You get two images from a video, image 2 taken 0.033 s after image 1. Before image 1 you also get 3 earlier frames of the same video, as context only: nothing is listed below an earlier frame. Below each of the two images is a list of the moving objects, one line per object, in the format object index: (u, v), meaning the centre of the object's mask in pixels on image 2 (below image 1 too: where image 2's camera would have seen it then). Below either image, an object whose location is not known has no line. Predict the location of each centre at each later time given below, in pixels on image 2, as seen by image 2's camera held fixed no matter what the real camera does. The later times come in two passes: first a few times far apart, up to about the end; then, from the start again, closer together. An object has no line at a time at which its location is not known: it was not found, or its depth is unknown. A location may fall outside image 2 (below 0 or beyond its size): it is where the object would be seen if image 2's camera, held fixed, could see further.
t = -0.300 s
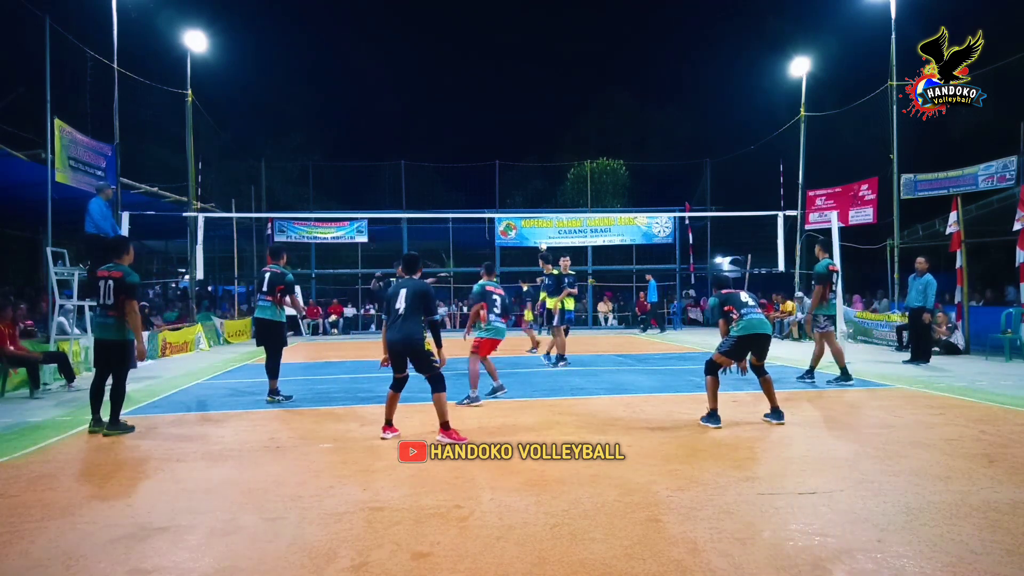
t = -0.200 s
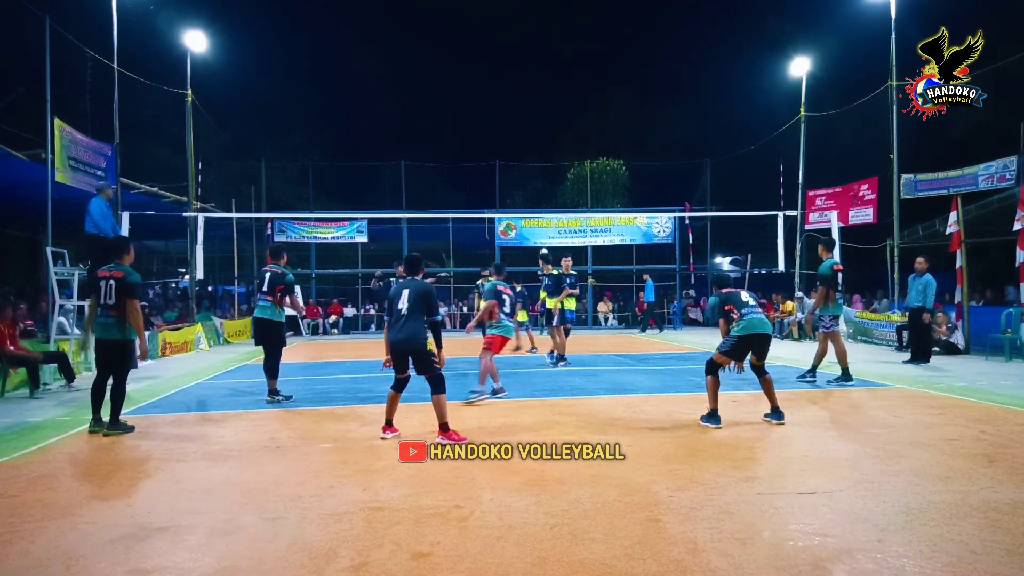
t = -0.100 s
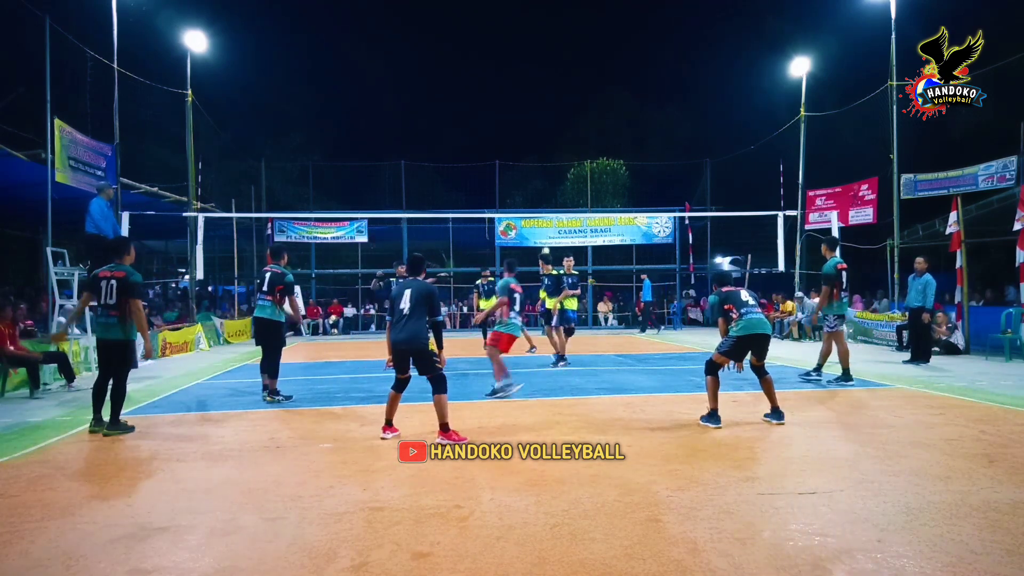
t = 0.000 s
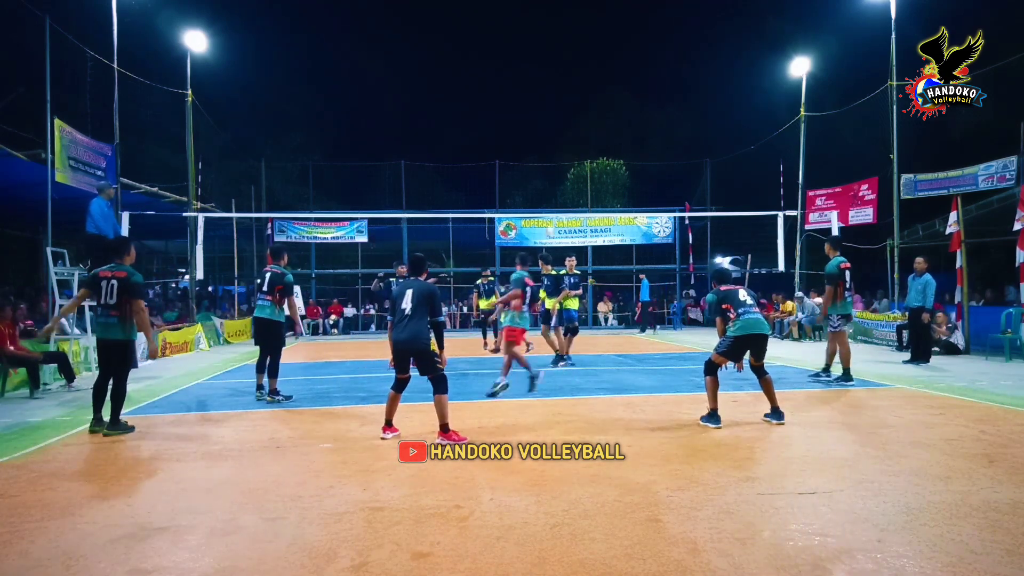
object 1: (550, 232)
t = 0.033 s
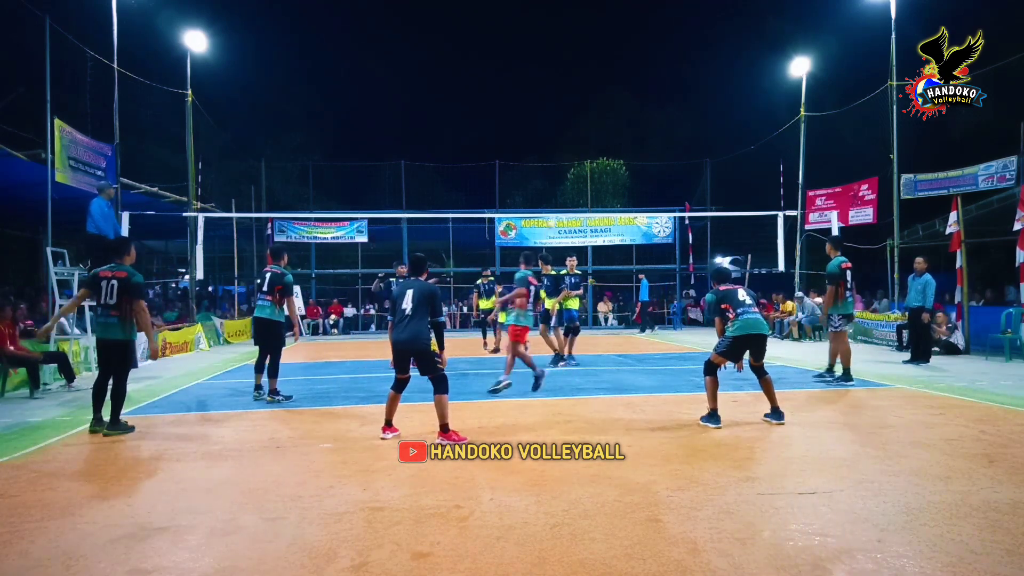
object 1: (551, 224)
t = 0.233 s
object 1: (558, 189)
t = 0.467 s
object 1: (570, 165)
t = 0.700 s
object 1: (591, 164)
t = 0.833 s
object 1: (608, 178)
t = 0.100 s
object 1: (553, 209)
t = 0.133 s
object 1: (554, 204)
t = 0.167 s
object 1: (555, 199)
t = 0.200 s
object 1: (556, 194)
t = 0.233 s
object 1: (558, 189)
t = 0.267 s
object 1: (559, 184)
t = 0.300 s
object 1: (560, 180)
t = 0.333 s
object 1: (562, 176)
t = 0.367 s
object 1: (564, 173)
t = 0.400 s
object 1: (565, 170)
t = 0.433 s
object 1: (567, 167)
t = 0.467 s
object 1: (570, 165)
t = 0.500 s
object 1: (572, 164)
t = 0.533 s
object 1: (575, 162)
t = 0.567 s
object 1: (578, 162)
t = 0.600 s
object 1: (581, 161)
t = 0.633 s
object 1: (584, 162)
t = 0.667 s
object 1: (587, 163)
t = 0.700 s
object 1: (591, 164)
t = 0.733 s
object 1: (594, 167)
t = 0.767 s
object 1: (599, 170)
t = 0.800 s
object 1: (603, 174)
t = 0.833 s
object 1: (608, 178)
